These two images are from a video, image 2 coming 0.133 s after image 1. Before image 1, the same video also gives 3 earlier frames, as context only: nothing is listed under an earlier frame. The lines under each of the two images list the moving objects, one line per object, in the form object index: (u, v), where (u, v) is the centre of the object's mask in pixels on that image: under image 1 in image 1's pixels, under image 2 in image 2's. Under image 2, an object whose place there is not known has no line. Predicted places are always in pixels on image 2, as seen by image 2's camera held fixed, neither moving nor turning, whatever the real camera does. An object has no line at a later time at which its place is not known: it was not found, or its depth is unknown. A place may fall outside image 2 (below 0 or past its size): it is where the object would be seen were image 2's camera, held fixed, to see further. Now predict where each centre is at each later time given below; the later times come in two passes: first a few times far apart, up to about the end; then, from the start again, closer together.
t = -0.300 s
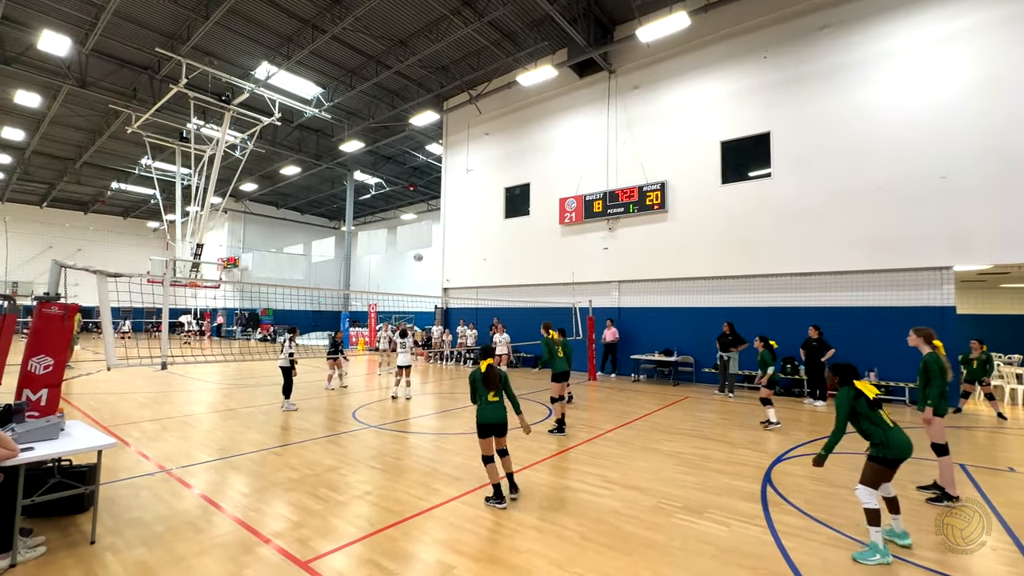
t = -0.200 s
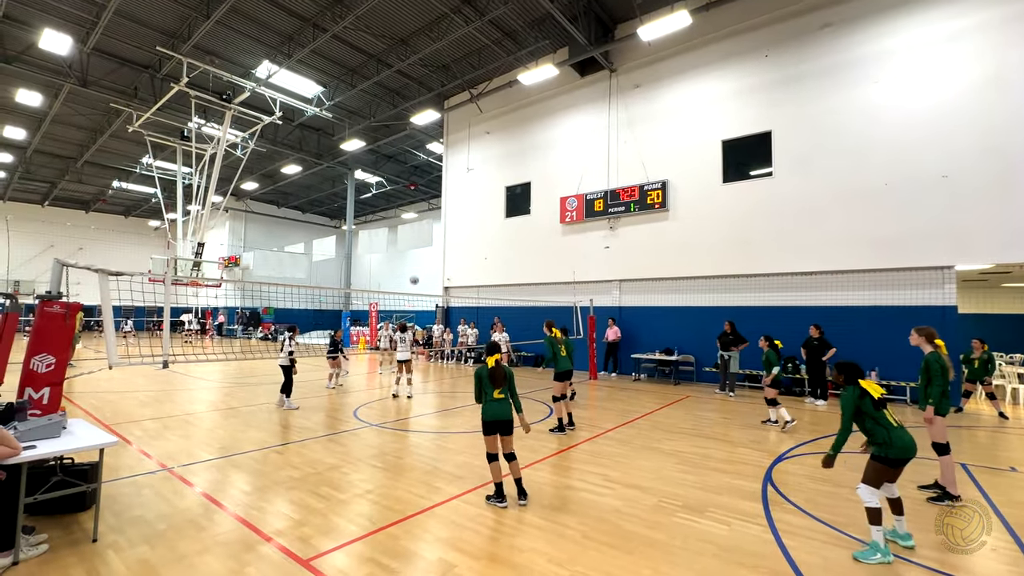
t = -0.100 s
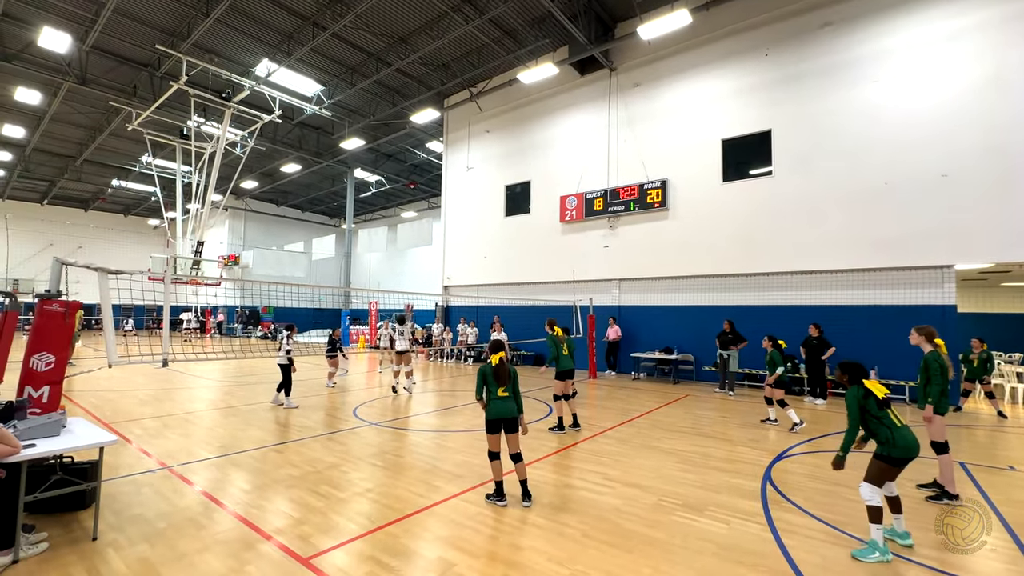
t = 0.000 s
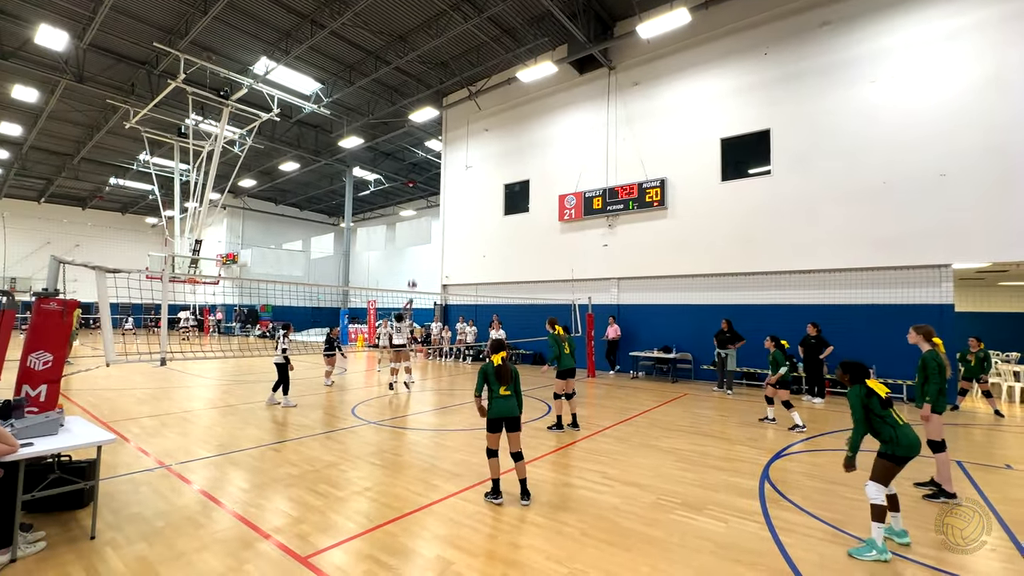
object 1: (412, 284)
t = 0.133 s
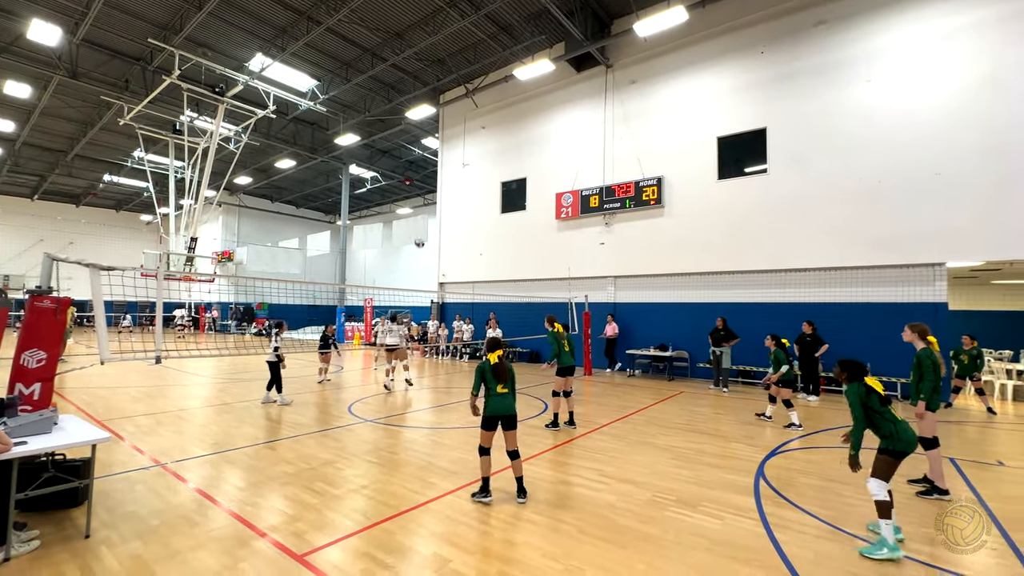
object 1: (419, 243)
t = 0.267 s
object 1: (430, 207)
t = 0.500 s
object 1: (453, 160)
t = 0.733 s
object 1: (482, 135)
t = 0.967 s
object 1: (521, 149)
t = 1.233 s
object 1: (589, 260)
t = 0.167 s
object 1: (422, 234)
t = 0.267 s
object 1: (430, 207)
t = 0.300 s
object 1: (433, 200)
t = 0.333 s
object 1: (436, 192)
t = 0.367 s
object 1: (440, 185)
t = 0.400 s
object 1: (443, 178)
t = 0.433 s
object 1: (446, 171)
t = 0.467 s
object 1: (450, 165)
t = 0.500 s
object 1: (453, 160)
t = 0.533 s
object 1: (457, 155)
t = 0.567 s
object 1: (461, 150)
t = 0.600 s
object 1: (465, 146)
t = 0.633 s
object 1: (469, 142)
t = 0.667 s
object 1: (473, 139)
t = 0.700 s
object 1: (478, 136)
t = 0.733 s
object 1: (482, 135)
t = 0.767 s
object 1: (487, 134)
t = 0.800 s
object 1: (492, 134)
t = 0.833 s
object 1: (497, 135)
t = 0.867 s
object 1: (502, 137)
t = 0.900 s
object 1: (508, 139)
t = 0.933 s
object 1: (515, 143)
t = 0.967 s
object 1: (521, 149)
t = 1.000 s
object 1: (528, 155)
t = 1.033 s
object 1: (535, 163)
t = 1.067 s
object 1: (542, 174)
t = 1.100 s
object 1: (550, 186)
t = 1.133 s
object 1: (559, 201)
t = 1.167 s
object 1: (568, 217)
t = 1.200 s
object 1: (579, 237)
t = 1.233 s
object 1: (589, 260)
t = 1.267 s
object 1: (600, 287)
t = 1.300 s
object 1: (612, 316)
